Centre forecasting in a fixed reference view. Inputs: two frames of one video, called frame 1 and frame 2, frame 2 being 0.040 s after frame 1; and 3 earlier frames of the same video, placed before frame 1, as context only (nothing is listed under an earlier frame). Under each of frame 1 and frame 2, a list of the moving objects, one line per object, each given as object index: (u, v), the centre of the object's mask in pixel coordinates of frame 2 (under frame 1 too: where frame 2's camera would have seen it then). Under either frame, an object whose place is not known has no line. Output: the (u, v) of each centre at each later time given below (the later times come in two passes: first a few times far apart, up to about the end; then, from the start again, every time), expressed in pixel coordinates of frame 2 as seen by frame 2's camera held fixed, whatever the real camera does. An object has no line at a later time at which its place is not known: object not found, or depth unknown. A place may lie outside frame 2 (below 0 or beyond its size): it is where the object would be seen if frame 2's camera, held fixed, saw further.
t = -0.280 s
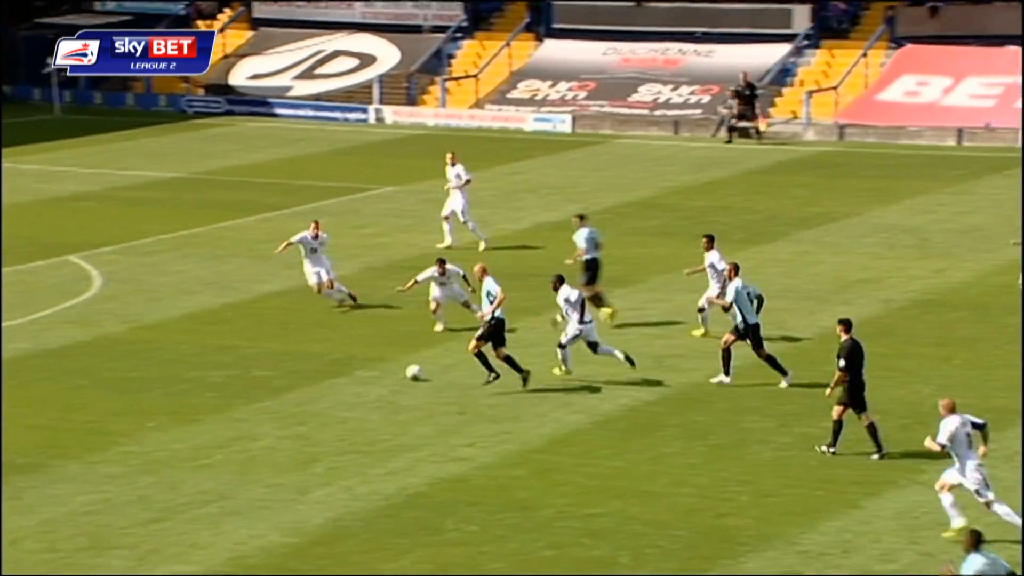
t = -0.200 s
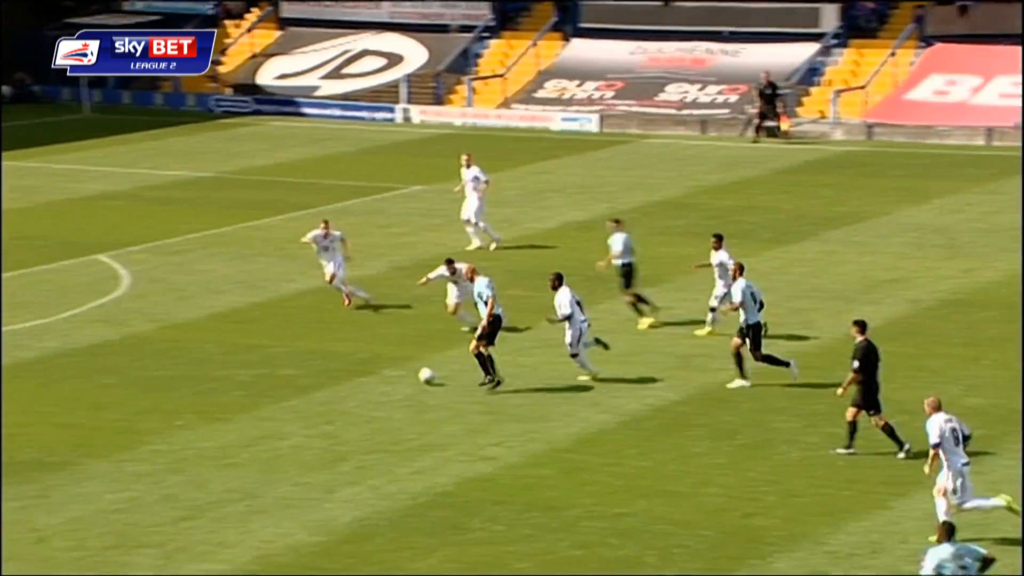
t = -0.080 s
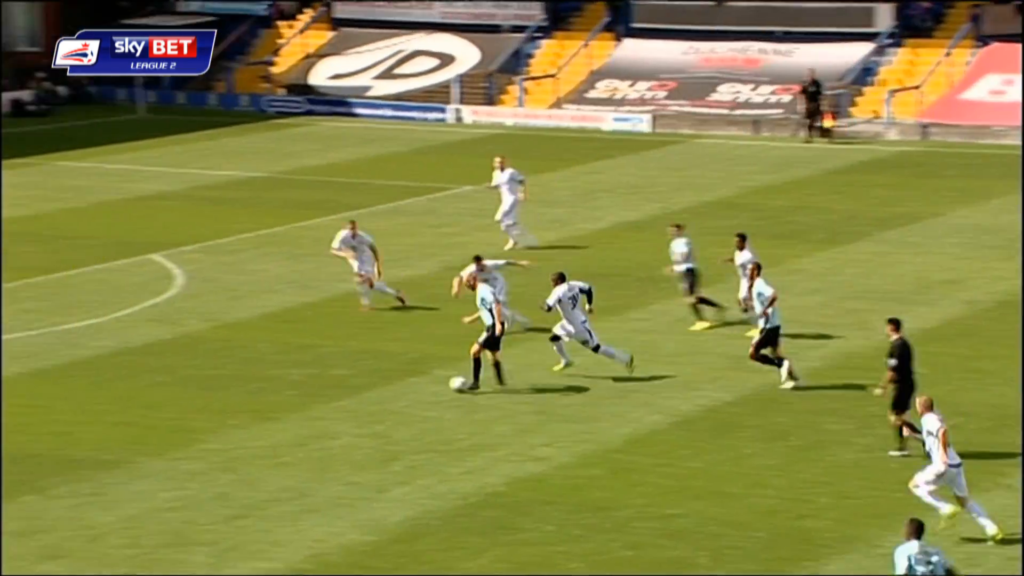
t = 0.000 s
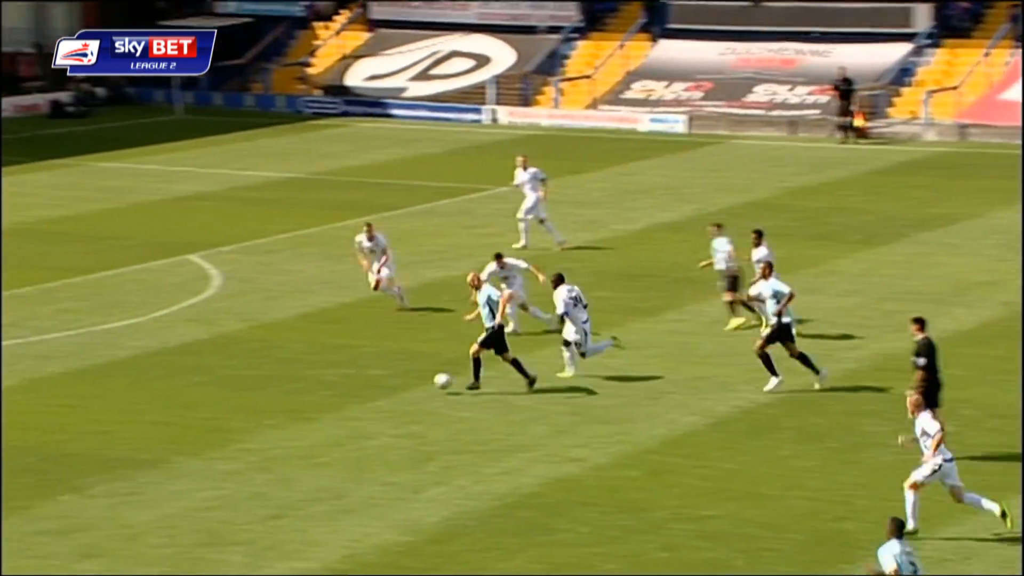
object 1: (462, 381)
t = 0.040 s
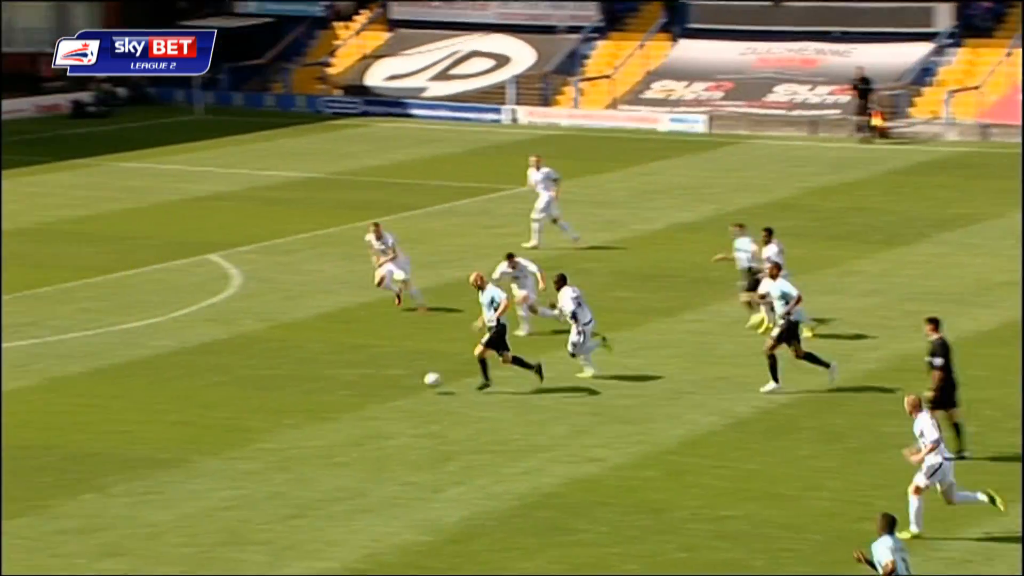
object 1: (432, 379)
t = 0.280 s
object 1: (260, 382)
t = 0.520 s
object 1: (107, 388)
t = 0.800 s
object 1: (-46, 390)
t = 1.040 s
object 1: (-156, 394)
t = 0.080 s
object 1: (402, 379)
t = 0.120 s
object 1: (372, 381)
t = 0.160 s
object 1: (344, 383)
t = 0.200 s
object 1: (315, 386)
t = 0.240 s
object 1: (287, 385)
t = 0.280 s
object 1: (260, 382)
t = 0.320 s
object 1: (236, 381)
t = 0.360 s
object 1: (210, 381)
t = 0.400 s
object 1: (183, 382)
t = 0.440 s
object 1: (158, 384)
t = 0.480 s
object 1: (132, 387)
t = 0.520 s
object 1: (107, 388)
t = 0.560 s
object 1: (84, 387)
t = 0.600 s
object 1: (62, 386)
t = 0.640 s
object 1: (40, 386)
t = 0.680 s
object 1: (17, 388)
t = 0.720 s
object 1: (-5, 390)
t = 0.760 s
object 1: (-27, 391)
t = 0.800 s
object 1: (-46, 390)
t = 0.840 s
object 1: (-65, 390)
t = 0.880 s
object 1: (-84, 390)
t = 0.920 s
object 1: (-104, 392)
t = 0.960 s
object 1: (-123, 394)
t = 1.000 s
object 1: (-140, 394)
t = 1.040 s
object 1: (-156, 394)
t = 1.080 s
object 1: (-172, 394)
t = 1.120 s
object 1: (-188, 395)
